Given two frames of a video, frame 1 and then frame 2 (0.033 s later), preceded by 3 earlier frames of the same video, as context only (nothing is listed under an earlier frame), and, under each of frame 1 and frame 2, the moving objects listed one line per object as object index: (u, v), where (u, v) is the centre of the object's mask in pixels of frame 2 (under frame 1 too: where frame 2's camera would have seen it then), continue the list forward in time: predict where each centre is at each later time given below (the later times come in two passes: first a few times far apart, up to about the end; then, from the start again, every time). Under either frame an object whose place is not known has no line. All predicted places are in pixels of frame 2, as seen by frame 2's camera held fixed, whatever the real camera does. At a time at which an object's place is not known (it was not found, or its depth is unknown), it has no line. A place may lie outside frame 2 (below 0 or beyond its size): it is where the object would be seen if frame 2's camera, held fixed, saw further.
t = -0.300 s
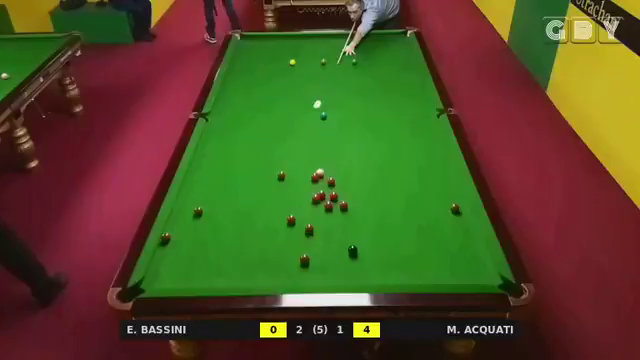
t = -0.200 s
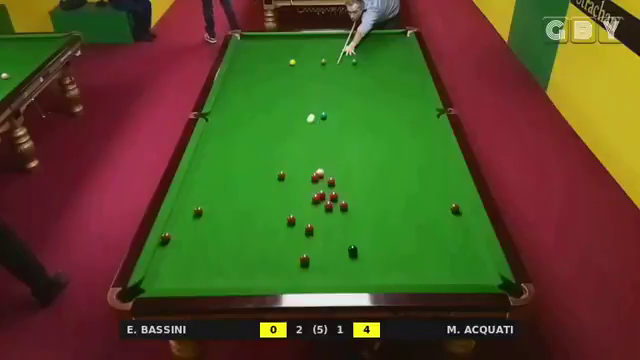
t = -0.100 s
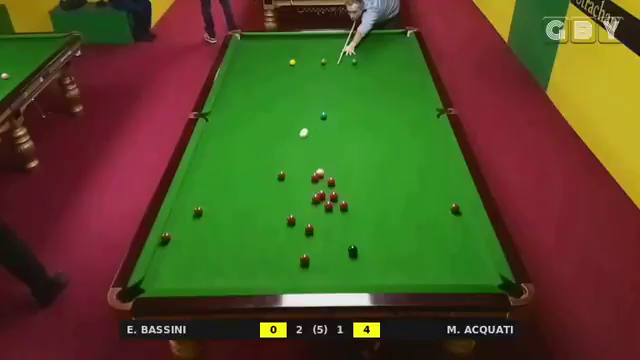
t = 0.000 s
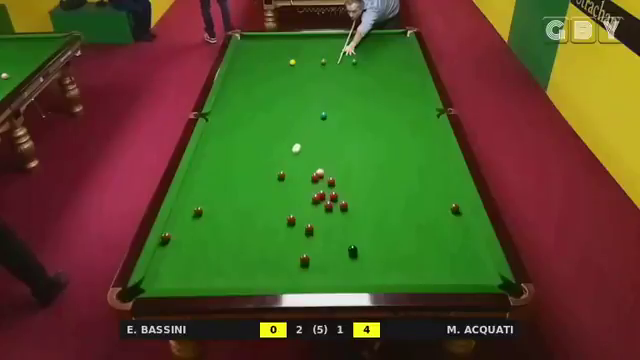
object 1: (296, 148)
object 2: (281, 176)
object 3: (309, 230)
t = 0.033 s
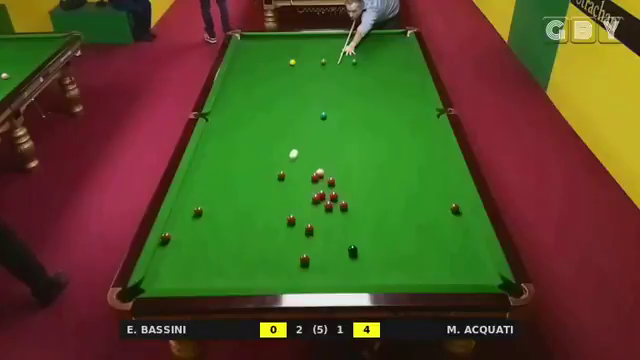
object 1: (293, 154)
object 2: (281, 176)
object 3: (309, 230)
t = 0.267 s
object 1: (294, 177)
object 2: (258, 197)
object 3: (309, 230)
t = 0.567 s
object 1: (307, 198)
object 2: (214, 238)
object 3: (309, 230)
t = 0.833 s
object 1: (307, 218)
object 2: (168, 279)
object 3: (309, 230)
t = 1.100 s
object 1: (304, 227)
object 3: (311, 241)
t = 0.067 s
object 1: (291, 159)
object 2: (281, 176)
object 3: (309, 230)
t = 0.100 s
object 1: (288, 165)
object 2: (281, 176)
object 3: (309, 230)
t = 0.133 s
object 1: (286, 170)
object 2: (280, 177)
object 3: (309, 230)
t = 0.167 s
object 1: (288, 172)
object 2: (274, 182)
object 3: (309, 230)
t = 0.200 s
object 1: (291, 173)
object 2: (269, 187)
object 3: (309, 230)
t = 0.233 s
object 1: (293, 175)
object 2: (263, 192)
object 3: (309, 230)
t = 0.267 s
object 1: (294, 177)
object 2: (258, 197)
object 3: (309, 230)
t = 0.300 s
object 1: (296, 178)
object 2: (253, 201)
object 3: (309, 230)
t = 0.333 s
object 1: (297, 181)
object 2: (248, 206)
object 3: (309, 230)
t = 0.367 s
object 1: (298, 183)
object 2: (243, 210)
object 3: (309, 230)
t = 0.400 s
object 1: (300, 185)
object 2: (239, 215)
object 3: (309, 230)
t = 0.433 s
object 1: (301, 188)
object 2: (234, 219)
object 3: (309, 230)
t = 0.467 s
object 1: (303, 191)
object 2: (229, 224)
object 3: (309, 230)
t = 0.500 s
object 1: (304, 193)
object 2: (224, 229)
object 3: (309, 230)
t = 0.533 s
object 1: (305, 196)
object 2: (219, 233)
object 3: (309, 230)
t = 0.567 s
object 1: (307, 198)
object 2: (214, 238)
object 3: (309, 230)
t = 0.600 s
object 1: (307, 200)
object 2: (208, 243)
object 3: (309, 230)
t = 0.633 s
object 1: (307, 203)
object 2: (203, 248)
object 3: (309, 230)
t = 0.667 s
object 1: (307, 205)
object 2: (197, 253)
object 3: (309, 230)
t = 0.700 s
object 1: (307, 208)
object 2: (191, 258)
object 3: (309, 230)
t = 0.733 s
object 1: (307, 210)
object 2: (186, 263)
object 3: (309, 230)
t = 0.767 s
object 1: (307, 213)
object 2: (180, 269)
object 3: (309, 230)
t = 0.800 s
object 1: (307, 215)
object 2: (174, 274)
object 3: (309, 230)
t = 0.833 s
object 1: (307, 218)
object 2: (168, 279)
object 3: (309, 230)
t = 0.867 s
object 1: (307, 220)
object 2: (163, 283)
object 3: (309, 230)
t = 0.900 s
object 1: (306, 222)
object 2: (157, 283)
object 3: (309, 230)
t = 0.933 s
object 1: (306, 222)
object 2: (155, 280)
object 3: (309, 232)
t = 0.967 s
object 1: (306, 223)
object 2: (152, 278)
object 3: (310, 234)
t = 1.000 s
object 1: (305, 224)
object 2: (151, 274)
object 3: (310, 236)
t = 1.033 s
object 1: (305, 225)
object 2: (153, 271)
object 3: (311, 238)
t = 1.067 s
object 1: (305, 226)
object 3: (311, 239)
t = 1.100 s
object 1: (304, 227)
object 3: (311, 241)
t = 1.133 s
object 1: (304, 227)
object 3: (312, 243)
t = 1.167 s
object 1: (304, 228)
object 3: (312, 244)
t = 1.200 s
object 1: (303, 229)
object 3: (313, 246)
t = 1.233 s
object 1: (303, 229)
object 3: (313, 248)
